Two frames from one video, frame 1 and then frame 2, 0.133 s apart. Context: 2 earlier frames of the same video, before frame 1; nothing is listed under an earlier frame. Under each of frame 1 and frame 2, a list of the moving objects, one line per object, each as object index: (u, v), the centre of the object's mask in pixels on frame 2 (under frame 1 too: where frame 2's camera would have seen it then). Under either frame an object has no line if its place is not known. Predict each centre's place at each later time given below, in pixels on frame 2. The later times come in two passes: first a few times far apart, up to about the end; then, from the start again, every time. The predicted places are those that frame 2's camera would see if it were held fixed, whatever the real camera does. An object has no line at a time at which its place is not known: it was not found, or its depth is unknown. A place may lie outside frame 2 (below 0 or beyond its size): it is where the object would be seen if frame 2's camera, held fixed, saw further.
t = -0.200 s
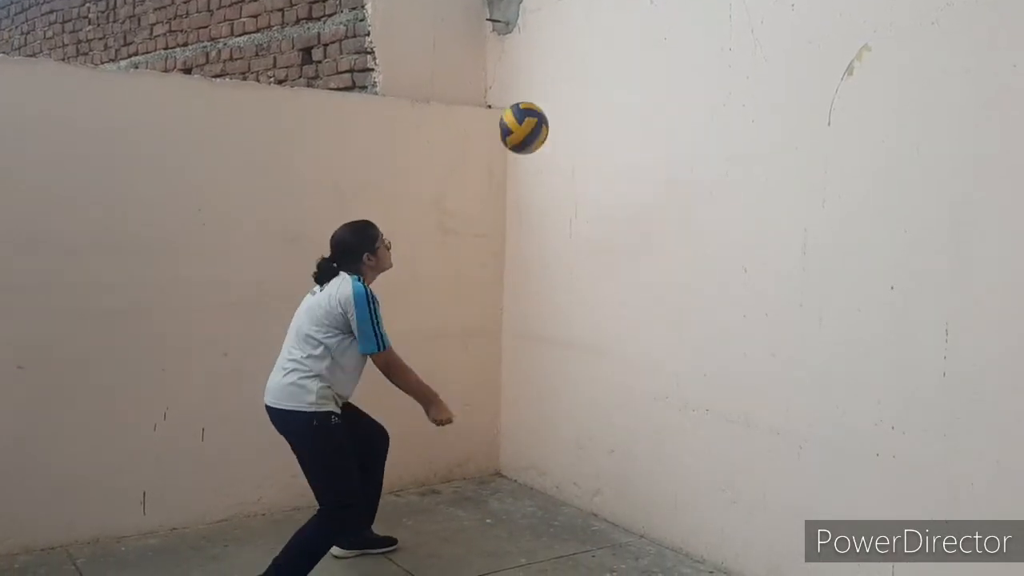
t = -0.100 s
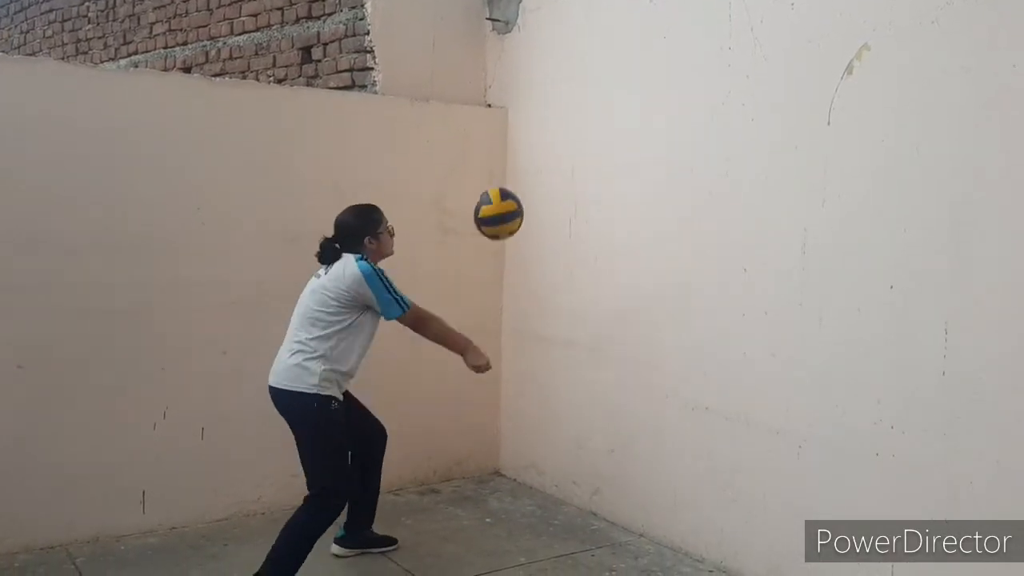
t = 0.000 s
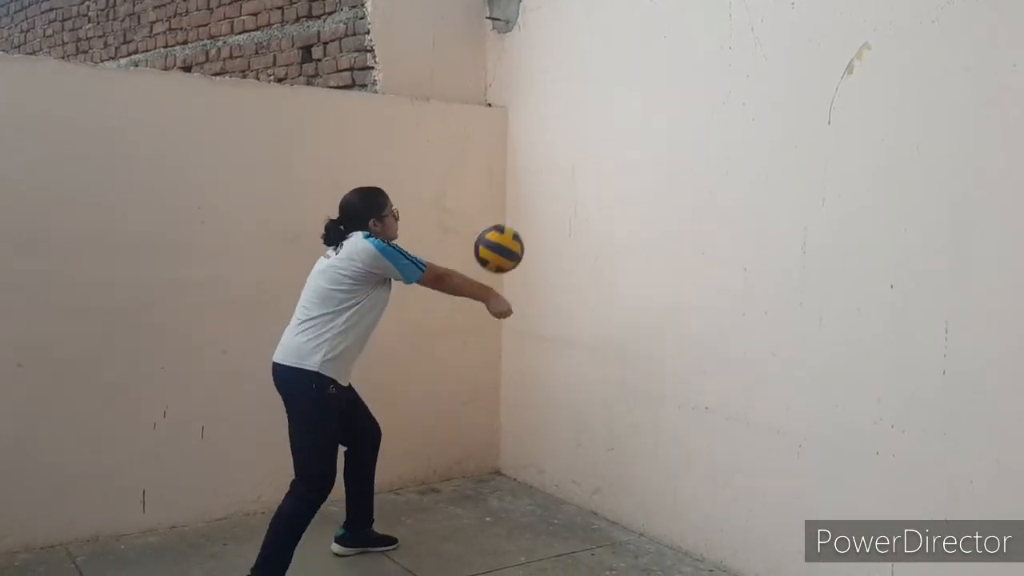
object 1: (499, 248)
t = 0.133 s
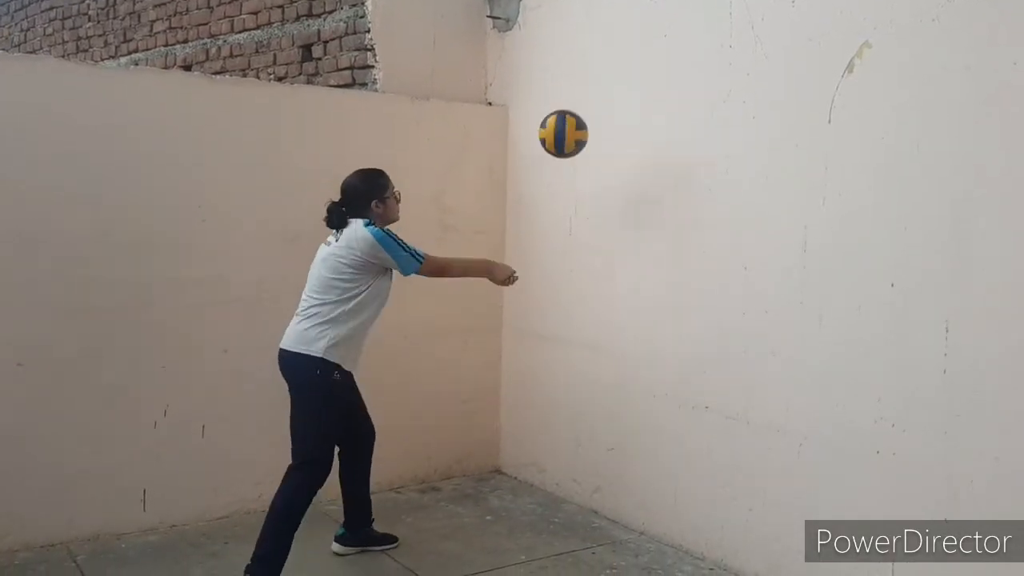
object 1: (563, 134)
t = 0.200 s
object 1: (594, 93)
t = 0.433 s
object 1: (593, 33)
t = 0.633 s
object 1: (538, 81)
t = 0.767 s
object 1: (498, 175)
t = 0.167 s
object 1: (579, 112)
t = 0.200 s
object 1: (594, 93)
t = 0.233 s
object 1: (609, 77)
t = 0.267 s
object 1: (623, 64)
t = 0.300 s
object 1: (627, 54)
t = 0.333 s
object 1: (619, 45)
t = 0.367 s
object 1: (610, 39)
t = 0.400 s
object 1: (602, 35)
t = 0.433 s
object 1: (593, 33)
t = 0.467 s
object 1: (584, 34)
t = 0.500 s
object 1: (575, 38)
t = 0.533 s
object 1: (566, 44)
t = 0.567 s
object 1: (557, 53)
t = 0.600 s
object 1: (548, 66)
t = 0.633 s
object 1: (538, 81)
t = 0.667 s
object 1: (529, 100)
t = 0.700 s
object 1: (519, 123)
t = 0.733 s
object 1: (509, 148)
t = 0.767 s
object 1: (498, 175)
